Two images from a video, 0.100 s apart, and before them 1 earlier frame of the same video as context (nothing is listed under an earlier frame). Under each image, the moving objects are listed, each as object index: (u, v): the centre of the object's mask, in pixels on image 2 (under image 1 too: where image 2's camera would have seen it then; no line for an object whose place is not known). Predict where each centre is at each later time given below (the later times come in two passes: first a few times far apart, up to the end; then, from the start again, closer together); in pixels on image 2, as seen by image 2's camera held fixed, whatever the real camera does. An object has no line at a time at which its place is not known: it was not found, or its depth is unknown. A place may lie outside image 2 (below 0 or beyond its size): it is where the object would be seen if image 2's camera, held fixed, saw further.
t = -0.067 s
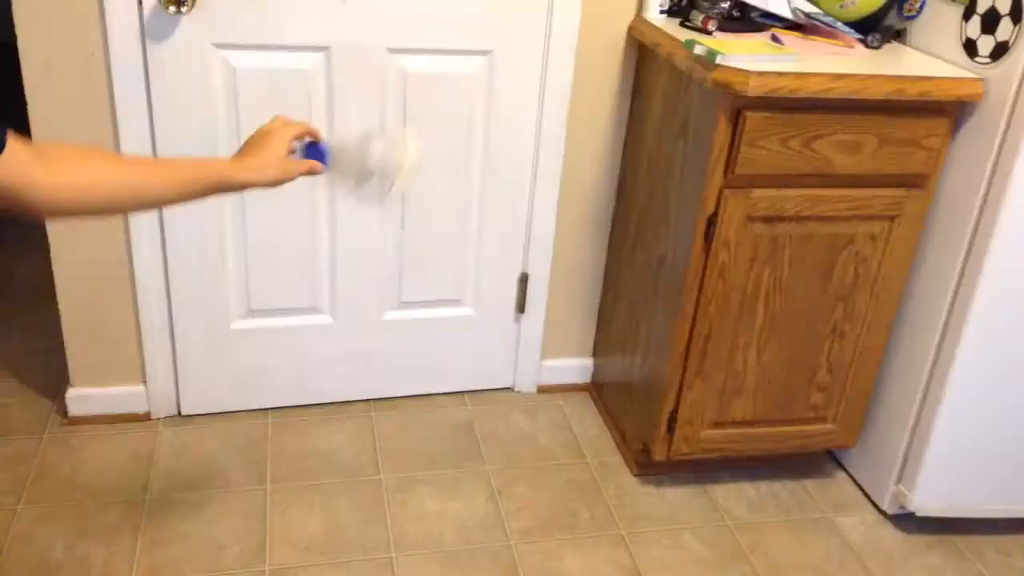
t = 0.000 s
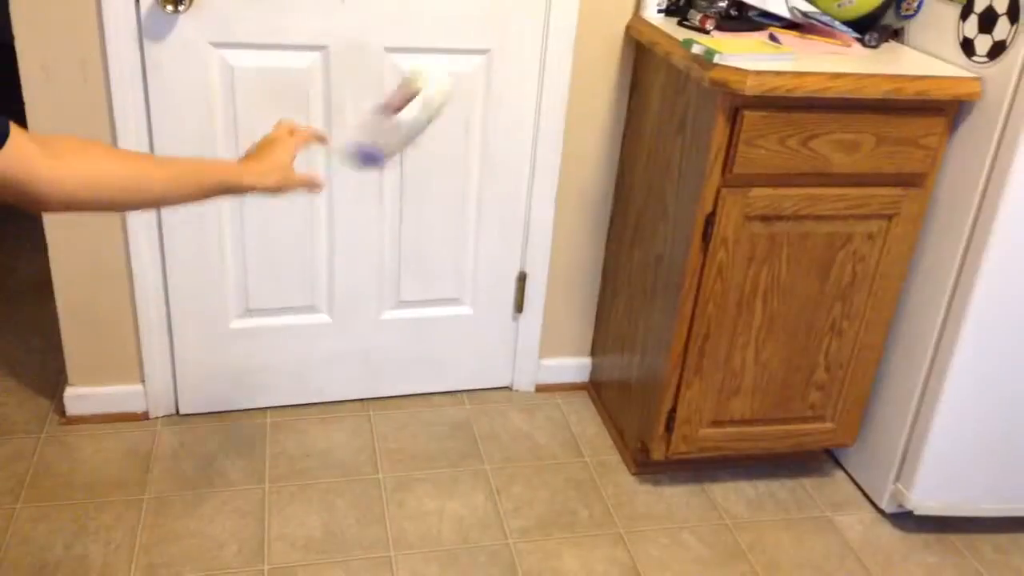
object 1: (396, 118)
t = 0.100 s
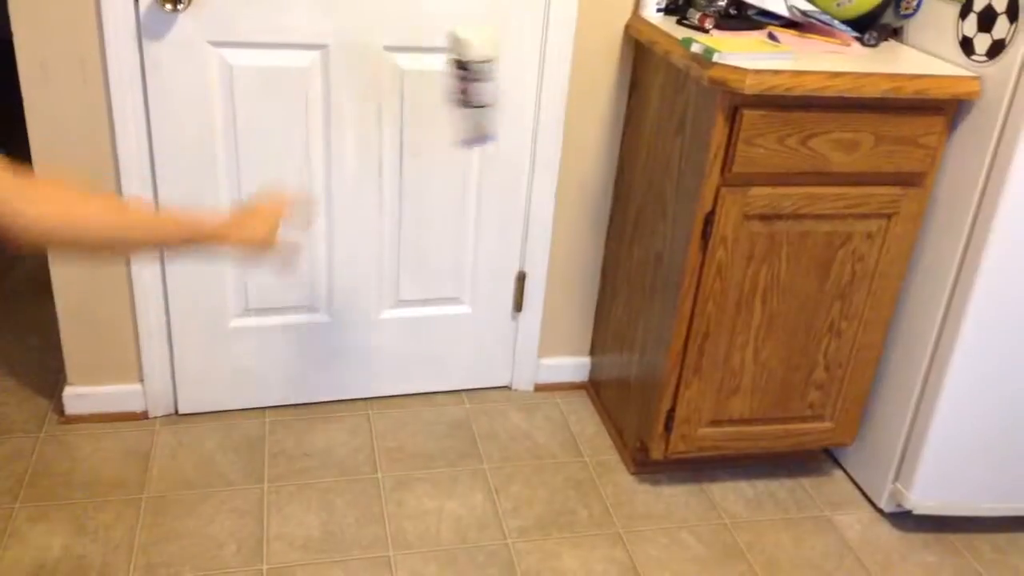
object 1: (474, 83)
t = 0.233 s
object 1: (535, 103)
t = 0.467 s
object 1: (578, 326)
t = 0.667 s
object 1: (568, 385)
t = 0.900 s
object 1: (557, 402)
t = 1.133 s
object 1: (557, 402)
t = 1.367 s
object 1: (557, 402)
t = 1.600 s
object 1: (557, 402)
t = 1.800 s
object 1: (557, 402)
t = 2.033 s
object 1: (557, 402)
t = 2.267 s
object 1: (557, 402)
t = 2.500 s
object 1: (557, 402)
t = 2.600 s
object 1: (557, 402)
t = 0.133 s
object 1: (493, 77)
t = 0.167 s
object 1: (509, 78)
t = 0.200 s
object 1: (522, 87)
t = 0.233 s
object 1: (535, 103)
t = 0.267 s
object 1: (544, 123)
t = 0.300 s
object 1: (552, 150)
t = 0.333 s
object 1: (558, 179)
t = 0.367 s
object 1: (560, 212)
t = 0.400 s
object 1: (566, 256)
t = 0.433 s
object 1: (569, 300)
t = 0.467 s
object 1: (578, 326)
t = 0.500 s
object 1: (579, 365)
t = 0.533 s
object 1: (579, 368)
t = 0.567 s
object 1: (578, 373)
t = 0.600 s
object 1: (575, 377)
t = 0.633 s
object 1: (571, 382)
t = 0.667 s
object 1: (568, 385)
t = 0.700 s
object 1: (565, 390)
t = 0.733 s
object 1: (564, 394)
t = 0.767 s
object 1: (561, 397)
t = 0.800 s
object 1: (560, 398)
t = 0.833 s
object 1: (558, 399)
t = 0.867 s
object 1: (557, 401)
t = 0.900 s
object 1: (557, 402)
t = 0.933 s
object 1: (557, 402)
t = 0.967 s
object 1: (557, 402)
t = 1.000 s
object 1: (557, 402)
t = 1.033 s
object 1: (557, 402)
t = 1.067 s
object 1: (557, 402)
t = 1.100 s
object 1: (557, 402)
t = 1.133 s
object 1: (557, 402)
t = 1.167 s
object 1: (557, 402)
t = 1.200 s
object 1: (557, 402)
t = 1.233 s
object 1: (557, 402)
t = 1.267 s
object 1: (557, 402)
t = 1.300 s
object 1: (557, 402)
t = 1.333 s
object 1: (557, 402)
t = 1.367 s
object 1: (557, 402)
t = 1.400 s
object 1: (557, 402)
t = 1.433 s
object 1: (557, 402)
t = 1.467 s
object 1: (557, 402)
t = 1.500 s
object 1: (557, 402)
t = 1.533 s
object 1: (557, 402)
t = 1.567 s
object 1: (557, 402)
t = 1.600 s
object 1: (557, 402)
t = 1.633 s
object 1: (557, 402)
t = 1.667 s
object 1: (557, 402)
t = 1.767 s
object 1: (557, 402)
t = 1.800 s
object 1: (557, 402)
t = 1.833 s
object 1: (557, 402)
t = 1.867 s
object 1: (557, 402)
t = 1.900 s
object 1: (557, 402)
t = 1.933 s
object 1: (557, 402)
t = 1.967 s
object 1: (557, 402)
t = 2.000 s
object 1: (557, 402)
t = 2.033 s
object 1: (557, 402)
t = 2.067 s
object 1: (557, 402)
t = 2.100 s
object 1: (557, 402)
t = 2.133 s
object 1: (557, 402)
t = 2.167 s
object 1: (557, 402)
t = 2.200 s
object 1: (557, 402)
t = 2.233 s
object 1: (557, 402)
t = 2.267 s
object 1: (557, 402)
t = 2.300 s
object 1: (557, 402)
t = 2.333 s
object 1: (556, 402)
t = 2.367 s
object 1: (557, 402)
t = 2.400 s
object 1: (557, 402)
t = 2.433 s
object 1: (556, 402)
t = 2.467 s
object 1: (557, 402)
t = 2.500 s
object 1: (557, 402)
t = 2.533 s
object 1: (557, 402)
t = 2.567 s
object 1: (557, 402)
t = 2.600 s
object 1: (557, 402)
